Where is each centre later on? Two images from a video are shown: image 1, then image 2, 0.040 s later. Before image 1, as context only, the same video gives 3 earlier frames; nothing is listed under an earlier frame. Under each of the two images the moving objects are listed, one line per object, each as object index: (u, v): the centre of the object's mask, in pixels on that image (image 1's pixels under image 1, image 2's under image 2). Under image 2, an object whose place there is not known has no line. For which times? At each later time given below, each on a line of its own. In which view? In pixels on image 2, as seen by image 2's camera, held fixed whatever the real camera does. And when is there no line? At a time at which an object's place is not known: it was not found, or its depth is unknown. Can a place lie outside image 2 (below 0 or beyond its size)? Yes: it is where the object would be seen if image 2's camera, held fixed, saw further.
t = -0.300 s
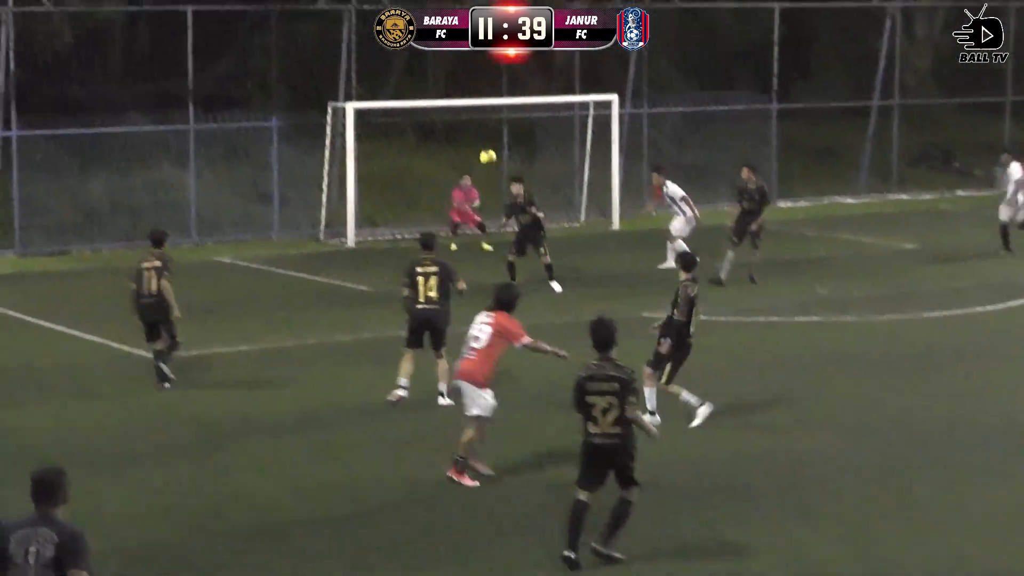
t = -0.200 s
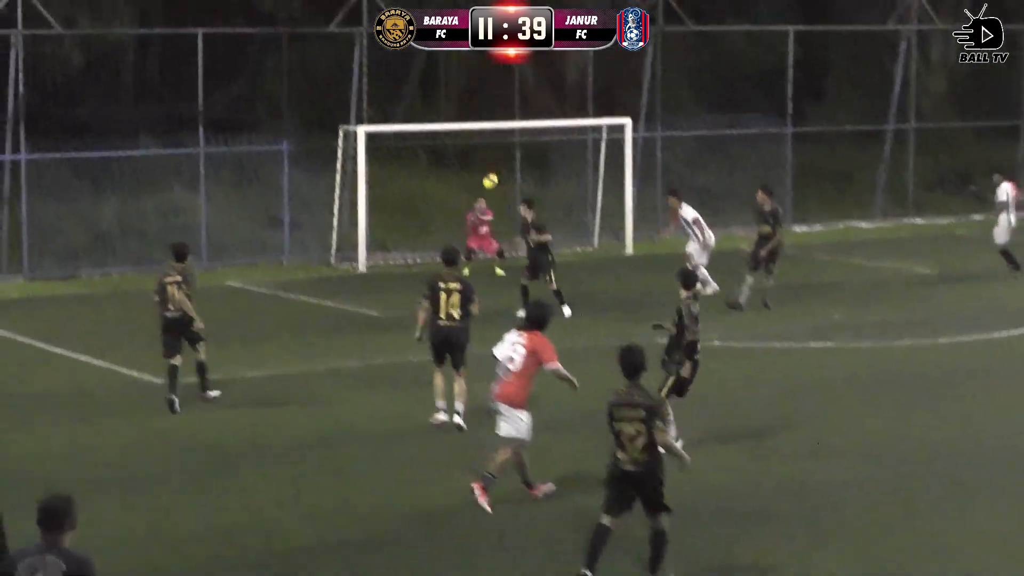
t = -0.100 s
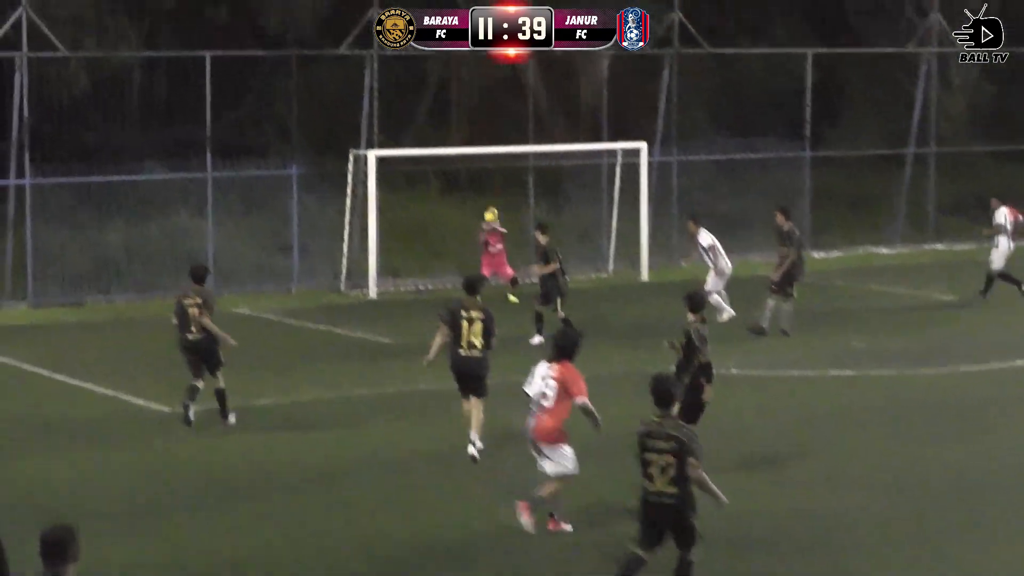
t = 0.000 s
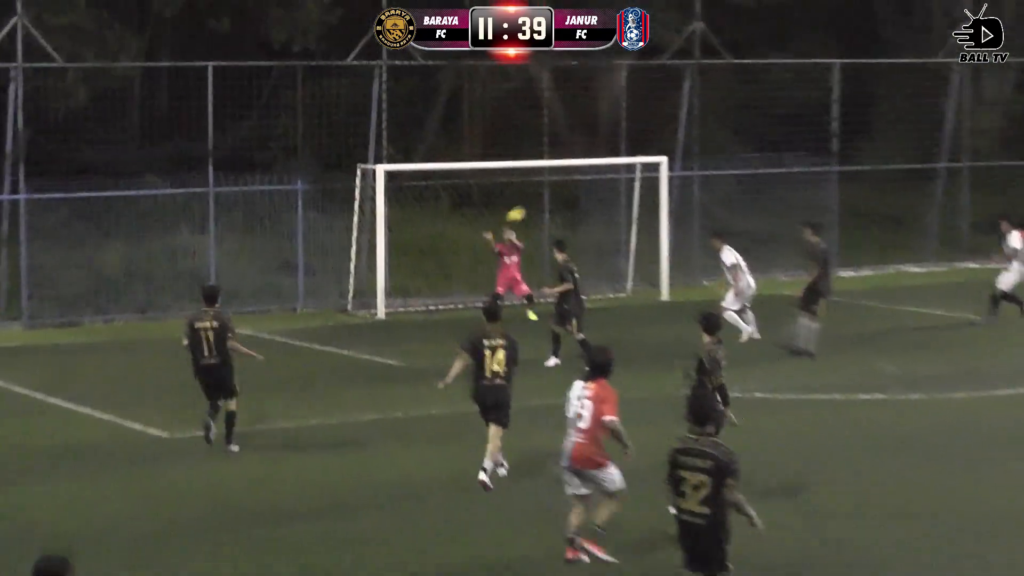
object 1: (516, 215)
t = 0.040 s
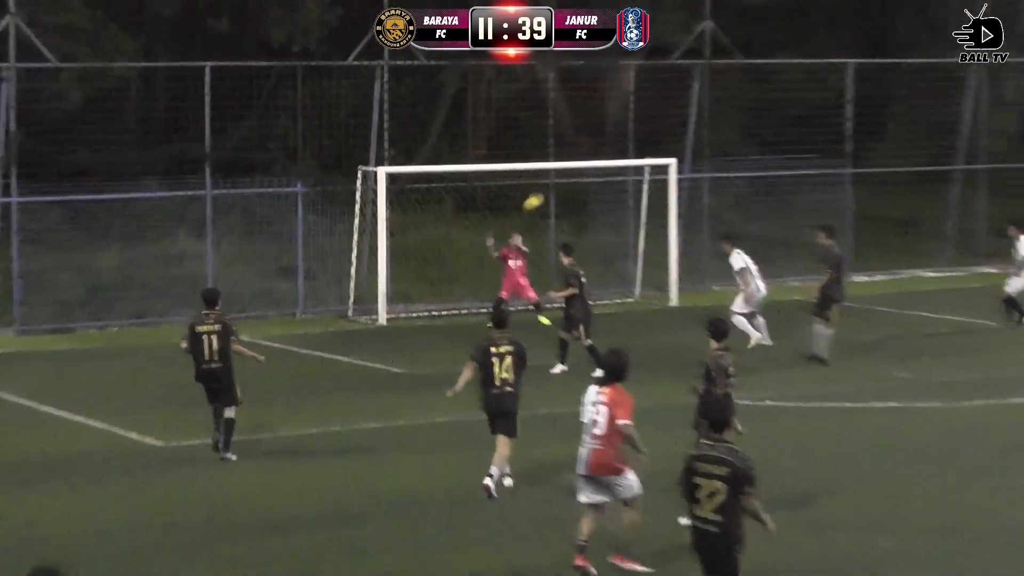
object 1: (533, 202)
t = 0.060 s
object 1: (539, 195)
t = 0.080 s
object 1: (545, 187)
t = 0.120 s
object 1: (557, 174)
